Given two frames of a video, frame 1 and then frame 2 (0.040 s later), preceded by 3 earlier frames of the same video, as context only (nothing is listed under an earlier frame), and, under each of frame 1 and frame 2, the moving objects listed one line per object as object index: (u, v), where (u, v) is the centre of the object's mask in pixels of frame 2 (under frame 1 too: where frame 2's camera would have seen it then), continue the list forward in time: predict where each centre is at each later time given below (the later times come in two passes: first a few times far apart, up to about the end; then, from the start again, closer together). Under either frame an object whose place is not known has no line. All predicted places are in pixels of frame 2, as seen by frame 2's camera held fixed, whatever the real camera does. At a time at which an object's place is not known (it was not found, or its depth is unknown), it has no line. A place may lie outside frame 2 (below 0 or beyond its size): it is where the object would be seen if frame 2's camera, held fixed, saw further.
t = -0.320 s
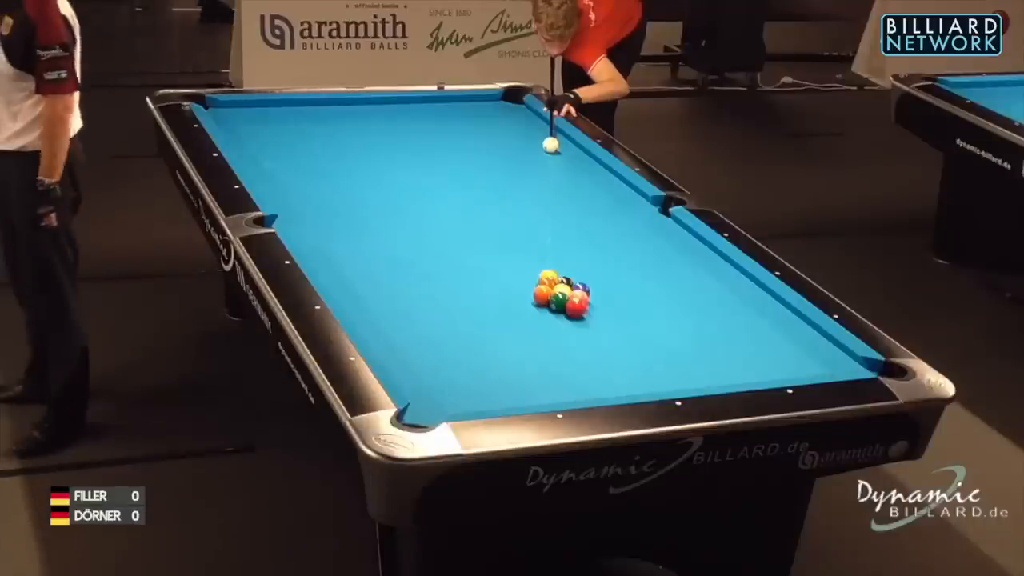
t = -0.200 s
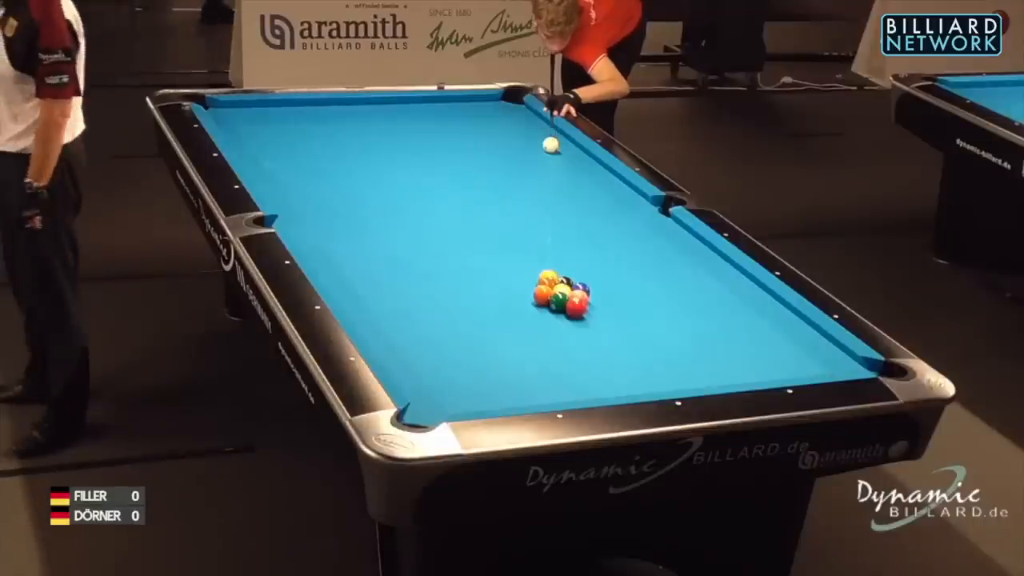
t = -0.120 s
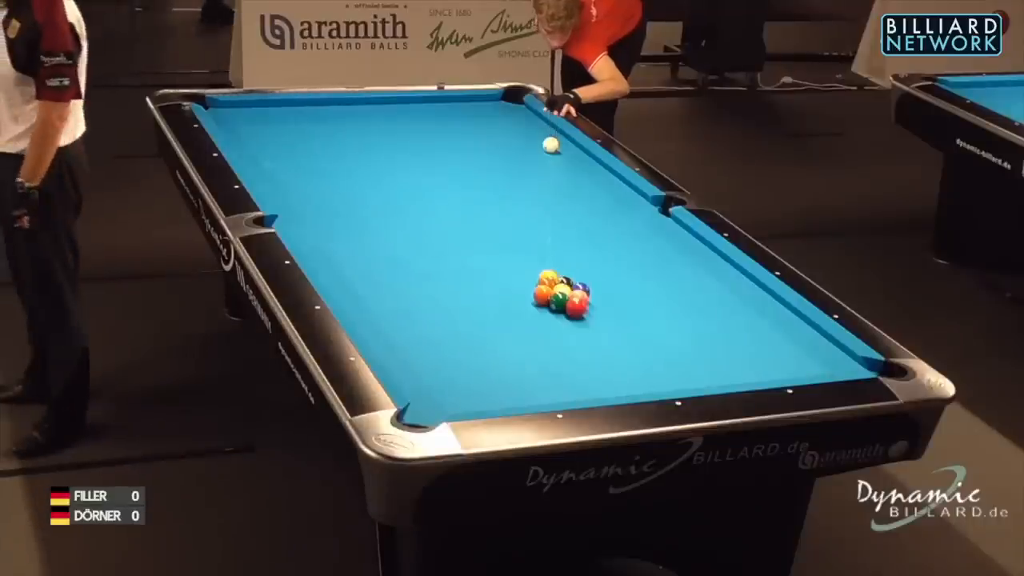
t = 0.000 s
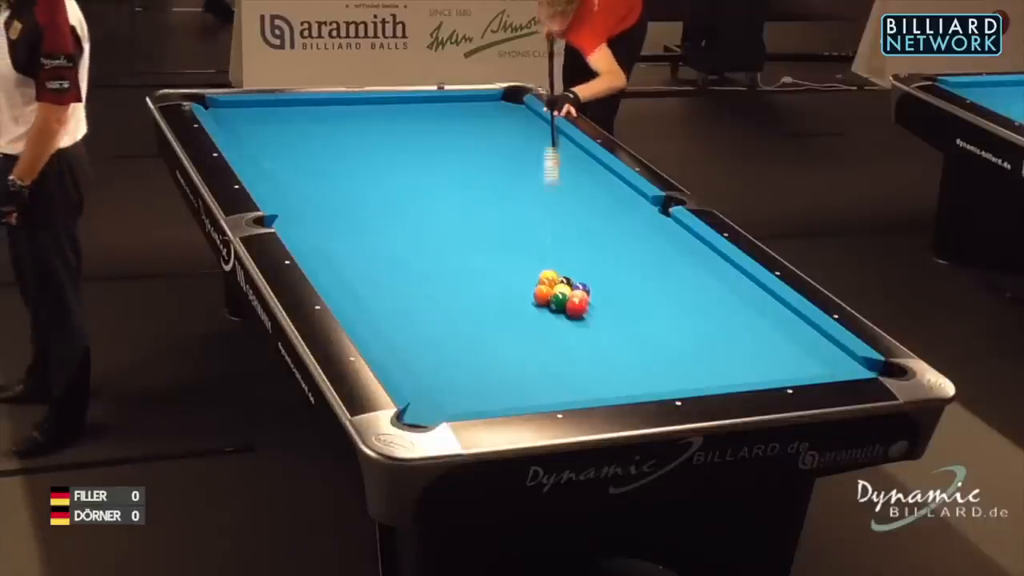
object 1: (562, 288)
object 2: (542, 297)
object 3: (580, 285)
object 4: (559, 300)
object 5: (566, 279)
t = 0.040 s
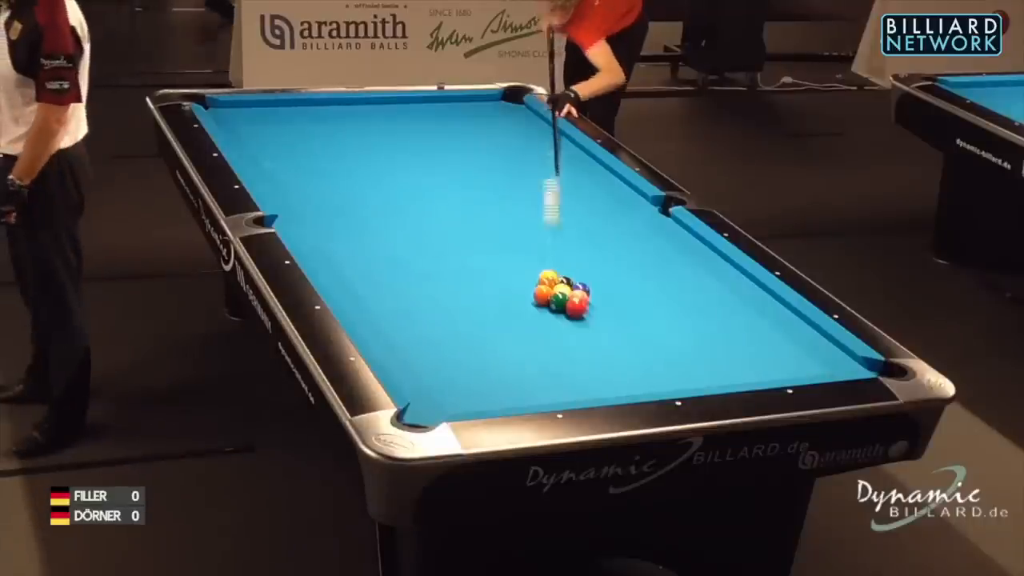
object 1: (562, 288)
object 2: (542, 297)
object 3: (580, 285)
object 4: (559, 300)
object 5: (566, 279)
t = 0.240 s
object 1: (566, 293)
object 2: (476, 285)
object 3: (649, 309)
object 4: (565, 311)
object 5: (570, 280)
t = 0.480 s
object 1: (570, 294)
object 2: (370, 281)
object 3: (751, 340)
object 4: (574, 330)
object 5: (577, 280)
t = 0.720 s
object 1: (574, 294)
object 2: (362, 269)
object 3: (851, 365)
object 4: (584, 349)
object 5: (582, 280)
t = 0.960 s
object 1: (575, 294)
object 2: (403, 253)
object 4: (594, 366)
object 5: (587, 279)
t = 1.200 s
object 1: (574, 295)
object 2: (440, 237)
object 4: (604, 385)
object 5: (580, 269)
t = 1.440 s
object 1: (559, 305)
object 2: (475, 224)
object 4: (603, 388)
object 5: (554, 246)
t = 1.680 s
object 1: (544, 317)
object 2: (506, 211)
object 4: (589, 380)
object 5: (530, 224)
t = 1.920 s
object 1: (529, 328)
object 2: (534, 200)
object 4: (577, 371)
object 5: (509, 204)
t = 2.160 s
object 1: (515, 339)
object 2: (561, 188)
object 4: (566, 362)
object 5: (489, 186)
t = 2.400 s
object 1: (501, 349)
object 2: (585, 178)
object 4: (556, 355)
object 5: (471, 170)
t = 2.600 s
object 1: (490, 358)
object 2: (604, 170)
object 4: (550, 349)
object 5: (457, 157)
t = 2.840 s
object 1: (476, 367)
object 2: (585, 167)
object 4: (542, 344)
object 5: (441, 142)
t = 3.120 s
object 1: (461, 378)
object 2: (560, 163)
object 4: (535, 337)
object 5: (425, 127)
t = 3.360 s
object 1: (449, 385)
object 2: (540, 162)
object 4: (530, 333)
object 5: (412, 116)
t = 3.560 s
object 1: (438, 393)
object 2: (525, 160)
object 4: (526, 330)
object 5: (402, 105)
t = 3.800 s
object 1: (427, 400)
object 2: (508, 157)
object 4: (522, 328)
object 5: (398, 105)
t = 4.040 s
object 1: (426, 405)
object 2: (492, 156)
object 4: (520, 326)
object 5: (406, 111)
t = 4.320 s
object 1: (434, 409)
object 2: (475, 154)
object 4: (518, 325)
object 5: (414, 118)
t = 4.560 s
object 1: (439, 410)
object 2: (463, 152)
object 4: (517, 324)
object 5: (421, 125)
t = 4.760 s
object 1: (442, 410)
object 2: (453, 151)
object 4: (517, 324)
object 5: (426, 130)
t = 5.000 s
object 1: (444, 410)
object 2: (442, 150)
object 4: (517, 324)
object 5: (432, 136)
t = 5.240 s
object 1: (443, 411)
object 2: (432, 149)
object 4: (517, 325)
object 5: (440, 140)
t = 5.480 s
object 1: (443, 411)
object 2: (424, 148)
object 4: (517, 325)
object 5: (444, 147)
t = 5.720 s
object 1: (443, 411)
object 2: (417, 147)
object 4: (517, 325)
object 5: (448, 152)
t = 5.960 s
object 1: (443, 411)
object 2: (411, 147)
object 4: (517, 324)
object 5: (453, 156)
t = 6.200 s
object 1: (443, 411)
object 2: (407, 146)
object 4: (517, 324)
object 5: (457, 160)
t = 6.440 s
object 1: (443, 411)
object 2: (403, 146)
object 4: (517, 324)
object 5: (460, 164)
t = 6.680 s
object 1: (443, 411)
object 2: (401, 146)
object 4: (517, 325)
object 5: (462, 167)
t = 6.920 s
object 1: (443, 411)
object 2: (400, 146)
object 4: (517, 325)
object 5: (464, 169)
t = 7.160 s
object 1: (443, 411)
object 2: (400, 146)
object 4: (517, 325)
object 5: (467, 171)
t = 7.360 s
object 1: (443, 411)
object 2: (400, 146)
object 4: (517, 325)
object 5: (468, 173)
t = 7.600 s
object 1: (443, 410)
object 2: (400, 146)
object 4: (517, 325)
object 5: (470, 174)
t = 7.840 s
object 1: (443, 411)
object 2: (400, 146)
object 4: (517, 325)
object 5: (471, 175)
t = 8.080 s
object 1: (443, 411)
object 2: (400, 146)
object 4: (517, 325)
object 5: (472, 175)
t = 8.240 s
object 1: (443, 410)
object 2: (400, 146)
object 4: (517, 325)
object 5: (472, 175)
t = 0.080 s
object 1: (562, 288)
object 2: (542, 297)
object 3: (580, 285)
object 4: (559, 300)
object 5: (566, 279)
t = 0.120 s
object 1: (562, 289)
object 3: (590, 289)
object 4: (559, 303)
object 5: (566, 281)
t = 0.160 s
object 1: (564, 291)
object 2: (517, 286)
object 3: (611, 295)
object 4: (562, 306)
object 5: (567, 281)
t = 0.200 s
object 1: (565, 292)
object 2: (496, 285)
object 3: (631, 302)
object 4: (563, 308)
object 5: (568, 280)
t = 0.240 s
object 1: (566, 293)
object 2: (476, 285)
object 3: (649, 309)
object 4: (565, 311)
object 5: (570, 280)
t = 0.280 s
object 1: (567, 293)
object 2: (456, 284)
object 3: (668, 314)
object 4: (567, 313)
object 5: (571, 280)
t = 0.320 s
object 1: (567, 294)
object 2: (437, 284)
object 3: (684, 319)
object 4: (568, 318)
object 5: (572, 280)
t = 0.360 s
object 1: (568, 294)
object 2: (421, 284)
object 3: (701, 324)
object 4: (570, 321)
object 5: (573, 280)
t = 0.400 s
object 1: (569, 294)
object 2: (403, 283)
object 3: (719, 330)
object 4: (571, 325)
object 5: (574, 280)
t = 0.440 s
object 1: (570, 294)
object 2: (386, 282)
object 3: (734, 334)
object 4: (573, 327)
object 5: (575, 280)
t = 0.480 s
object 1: (570, 294)
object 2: (370, 281)
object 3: (751, 340)
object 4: (574, 330)
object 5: (577, 280)
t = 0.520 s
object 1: (571, 294)
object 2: (353, 280)
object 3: (768, 345)
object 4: (576, 333)
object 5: (578, 280)
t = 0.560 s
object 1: (572, 294)
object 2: (338, 279)
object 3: (785, 350)
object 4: (578, 336)
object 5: (578, 280)
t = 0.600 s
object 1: (572, 294)
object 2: (340, 277)
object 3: (802, 355)
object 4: (579, 340)
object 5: (580, 280)
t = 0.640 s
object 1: (573, 294)
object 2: (349, 274)
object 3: (819, 360)
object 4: (581, 342)
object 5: (581, 280)
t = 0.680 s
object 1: (573, 294)
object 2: (356, 271)
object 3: (834, 361)
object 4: (582, 345)
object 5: (581, 280)
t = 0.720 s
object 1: (574, 294)
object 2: (362, 269)
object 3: (851, 365)
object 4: (584, 349)
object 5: (582, 280)
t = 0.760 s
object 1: (574, 294)
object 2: (369, 266)
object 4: (586, 352)
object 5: (583, 280)
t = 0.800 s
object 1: (574, 294)
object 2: (377, 263)
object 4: (587, 354)
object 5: (584, 280)
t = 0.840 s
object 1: (575, 294)
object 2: (384, 260)
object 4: (589, 357)
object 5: (585, 280)
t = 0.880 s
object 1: (575, 294)
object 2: (390, 258)
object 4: (590, 360)
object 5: (586, 279)
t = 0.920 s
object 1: (575, 294)
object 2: (397, 255)
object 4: (592, 363)
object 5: (586, 279)
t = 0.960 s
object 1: (575, 294)
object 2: (403, 253)
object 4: (594, 366)
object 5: (587, 279)
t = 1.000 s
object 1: (575, 294)
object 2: (409, 250)
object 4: (596, 369)
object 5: (588, 279)
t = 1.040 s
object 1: (575, 294)
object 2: (416, 248)
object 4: (597, 372)
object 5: (589, 279)
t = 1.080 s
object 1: (575, 294)
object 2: (422, 245)
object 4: (599, 375)
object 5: (589, 279)
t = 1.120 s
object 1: (575, 294)
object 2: (428, 243)
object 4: (601, 378)
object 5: (590, 279)
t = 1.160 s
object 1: (575, 294)
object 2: (434, 240)
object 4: (603, 381)
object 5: (584, 273)
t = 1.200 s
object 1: (574, 295)
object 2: (440, 237)
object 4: (604, 385)
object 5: (580, 269)
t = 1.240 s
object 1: (572, 297)
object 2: (446, 236)
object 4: (606, 387)
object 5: (575, 265)
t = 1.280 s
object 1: (569, 299)
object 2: (451, 233)
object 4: (607, 389)
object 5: (570, 261)
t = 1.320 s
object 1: (566, 300)
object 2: (457, 231)
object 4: (609, 390)
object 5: (566, 257)
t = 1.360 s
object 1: (564, 302)
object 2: (463, 228)
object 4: (608, 390)
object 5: (562, 253)
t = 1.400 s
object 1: (561, 304)
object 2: (468, 227)
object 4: (605, 389)
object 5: (557, 249)
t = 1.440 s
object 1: (559, 305)
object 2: (475, 224)
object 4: (603, 388)
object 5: (554, 246)
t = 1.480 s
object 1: (556, 308)
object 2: (479, 222)
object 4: (601, 388)
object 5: (550, 242)
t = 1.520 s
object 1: (554, 310)
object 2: (485, 219)
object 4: (598, 387)
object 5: (545, 238)
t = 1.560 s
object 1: (551, 312)
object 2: (490, 217)
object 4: (596, 386)
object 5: (542, 234)
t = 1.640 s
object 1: (546, 315)
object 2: (501, 213)
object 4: (592, 382)
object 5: (534, 228)
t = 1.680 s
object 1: (544, 317)
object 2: (506, 211)
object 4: (589, 380)
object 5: (530, 224)
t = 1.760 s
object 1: (539, 321)
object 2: (515, 206)
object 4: (585, 377)
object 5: (524, 218)
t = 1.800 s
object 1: (536, 323)
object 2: (522, 201)
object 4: (583, 375)
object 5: (520, 213)
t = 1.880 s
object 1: (532, 326)
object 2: (530, 201)
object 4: (579, 372)
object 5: (512, 207)
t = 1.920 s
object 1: (529, 328)
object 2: (534, 200)
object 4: (577, 371)
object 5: (509, 204)
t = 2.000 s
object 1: (524, 332)
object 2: (543, 196)
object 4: (573, 368)
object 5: (502, 198)
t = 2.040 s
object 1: (522, 334)
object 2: (548, 194)
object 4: (571, 367)
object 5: (499, 195)
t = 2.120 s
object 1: (517, 337)
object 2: (556, 190)
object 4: (568, 364)
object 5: (492, 189)
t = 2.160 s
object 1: (515, 339)
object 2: (561, 188)
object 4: (566, 362)
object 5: (489, 186)
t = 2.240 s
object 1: (510, 343)
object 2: (569, 185)
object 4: (563, 360)
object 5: (483, 180)
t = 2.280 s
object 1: (508, 345)
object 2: (573, 183)
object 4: (561, 358)
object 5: (480, 178)
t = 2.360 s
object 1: (503, 348)
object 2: (581, 180)
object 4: (558, 356)
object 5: (474, 172)
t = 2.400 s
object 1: (501, 349)
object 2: (585, 178)
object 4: (556, 355)
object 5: (471, 170)
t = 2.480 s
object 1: (497, 352)
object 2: (593, 175)
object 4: (553, 352)
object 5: (465, 164)
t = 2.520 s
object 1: (495, 354)
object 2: (597, 174)
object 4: (552, 352)
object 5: (462, 162)
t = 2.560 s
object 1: (492, 356)
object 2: (600, 172)
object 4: (551, 351)
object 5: (459, 159)
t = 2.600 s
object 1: (490, 358)
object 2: (604, 170)
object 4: (550, 349)
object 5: (457, 157)
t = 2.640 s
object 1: (487, 359)
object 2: (604, 169)
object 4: (548, 348)
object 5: (454, 154)
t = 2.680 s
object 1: (485, 361)
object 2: (600, 169)
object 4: (547, 347)
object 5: (452, 152)
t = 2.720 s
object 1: (483, 362)
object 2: (596, 168)
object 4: (546, 346)
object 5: (449, 150)
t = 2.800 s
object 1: (478, 365)
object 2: (588, 168)
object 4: (543, 345)
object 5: (444, 145)
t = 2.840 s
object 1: (476, 367)
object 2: (585, 167)
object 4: (542, 344)
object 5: (441, 142)
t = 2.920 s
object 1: (472, 370)
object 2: (578, 166)
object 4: (540, 342)
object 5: (436, 138)
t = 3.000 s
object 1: (468, 373)
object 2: (571, 165)
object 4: (538, 340)
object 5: (431, 134)
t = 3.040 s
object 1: (466, 375)
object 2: (567, 165)
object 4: (537, 339)
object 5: (429, 132)
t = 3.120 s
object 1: (461, 378)
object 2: (560, 163)
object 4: (535, 337)
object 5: (425, 127)
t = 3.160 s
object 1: (459, 380)
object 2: (556, 163)
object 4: (534, 337)
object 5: (422, 125)
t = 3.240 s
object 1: (455, 382)
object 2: (550, 162)
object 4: (532, 335)
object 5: (418, 121)
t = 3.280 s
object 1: (453, 383)
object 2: (546, 162)
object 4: (532, 335)
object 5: (416, 119)
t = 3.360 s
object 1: (449, 385)
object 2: (540, 162)
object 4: (530, 333)
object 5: (412, 116)
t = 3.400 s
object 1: (446, 388)
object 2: (537, 161)
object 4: (529, 332)
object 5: (410, 113)
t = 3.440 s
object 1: (444, 389)
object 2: (534, 161)
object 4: (528, 332)
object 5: (407, 111)
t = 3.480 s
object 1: (442, 391)
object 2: (531, 160)
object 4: (528, 332)
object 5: (406, 110)
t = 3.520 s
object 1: (440, 392)
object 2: (528, 160)
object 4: (527, 331)
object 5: (403, 107)
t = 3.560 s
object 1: (438, 393)
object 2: (525, 160)
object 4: (526, 330)
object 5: (402, 105)
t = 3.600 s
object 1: (436, 394)
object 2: (522, 159)
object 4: (525, 330)
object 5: (399, 104)
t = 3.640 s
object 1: (434, 396)
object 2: (519, 159)
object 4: (525, 330)
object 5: (397, 103)
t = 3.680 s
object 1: (433, 396)
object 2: (516, 158)
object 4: (524, 329)
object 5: (396, 101)
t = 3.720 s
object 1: (431, 397)
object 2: (514, 158)
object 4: (524, 329)
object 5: (396, 102)
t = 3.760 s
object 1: (429, 398)
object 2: (511, 158)
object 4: (523, 328)
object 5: (397, 103)
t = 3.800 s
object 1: (427, 400)
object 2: (508, 157)
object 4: (522, 328)
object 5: (398, 105)
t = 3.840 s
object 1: (425, 402)
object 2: (506, 157)
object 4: (522, 327)
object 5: (400, 105)
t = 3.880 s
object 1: (423, 403)
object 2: (503, 157)
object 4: (522, 327)
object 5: (401, 105)
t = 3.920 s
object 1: (422, 403)
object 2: (500, 156)
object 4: (521, 327)
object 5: (402, 107)
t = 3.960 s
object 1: (423, 404)
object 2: (498, 156)
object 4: (521, 327)
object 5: (403, 108)
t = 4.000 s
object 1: (425, 404)
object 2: (495, 156)
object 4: (520, 326)
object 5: (404, 110)
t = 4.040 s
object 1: (426, 405)
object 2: (492, 156)
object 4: (520, 326)
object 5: (406, 111)
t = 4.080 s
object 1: (427, 406)
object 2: (490, 155)
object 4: (520, 326)
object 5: (407, 111)
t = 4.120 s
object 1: (429, 407)
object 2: (487, 155)
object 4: (520, 325)
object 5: (408, 113)
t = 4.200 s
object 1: (431, 407)
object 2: (483, 155)
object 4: (519, 325)
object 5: (410, 115)
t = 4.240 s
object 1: (432, 408)
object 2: (480, 154)
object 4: (519, 325)
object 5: (411, 116)
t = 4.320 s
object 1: (434, 409)
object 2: (475, 154)
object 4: (518, 325)
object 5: (414, 118)
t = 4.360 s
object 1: (435, 409)
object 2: (473, 154)
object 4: (518, 324)
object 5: (415, 119)
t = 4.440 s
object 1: (437, 410)
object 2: (469, 153)
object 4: (517, 324)
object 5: (417, 122)
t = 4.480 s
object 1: (438, 410)
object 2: (467, 153)
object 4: (517, 324)
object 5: (418, 123)
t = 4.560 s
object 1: (439, 410)
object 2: (463, 152)
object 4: (517, 324)
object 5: (421, 125)
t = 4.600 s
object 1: (440, 410)
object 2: (460, 152)
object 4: (517, 324)
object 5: (422, 126)
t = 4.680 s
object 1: (441, 410)
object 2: (457, 152)
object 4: (517, 324)
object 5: (424, 128)
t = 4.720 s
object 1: (441, 410)
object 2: (455, 151)
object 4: (517, 324)
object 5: (425, 129)
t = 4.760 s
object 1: (442, 410)
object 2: (453, 151)
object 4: (517, 324)
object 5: (426, 130)
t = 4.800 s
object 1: (442, 410)
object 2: (451, 151)
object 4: (517, 324)
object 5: (427, 131)
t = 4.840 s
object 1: (443, 410)
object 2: (449, 151)
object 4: (517, 324)
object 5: (429, 132)
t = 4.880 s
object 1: (443, 410)
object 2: (447, 151)
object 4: (517, 324)
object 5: (430, 133)
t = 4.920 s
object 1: (443, 411)
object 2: (446, 150)
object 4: (517, 324)
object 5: (431, 134)
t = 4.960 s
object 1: (443, 411)
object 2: (444, 150)
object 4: (517, 324)
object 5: (431, 135)
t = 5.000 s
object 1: (444, 410)
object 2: (442, 150)
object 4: (517, 324)
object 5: (432, 136)
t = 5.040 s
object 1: (444, 410)
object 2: (440, 150)
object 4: (517, 324)
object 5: (433, 136)
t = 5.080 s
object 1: (443, 410)
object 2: (438, 150)
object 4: (517, 324)
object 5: (434, 136)
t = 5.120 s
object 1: (443, 411)
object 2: (437, 149)
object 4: (517, 325)
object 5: (436, 136)
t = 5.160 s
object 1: (443, 411)
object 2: (435, 149)
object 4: (517, 324)
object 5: (437, 137)
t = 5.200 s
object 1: (443, 411)
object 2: (433, 149)
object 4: (517, 325)
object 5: (439, 138)
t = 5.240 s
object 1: (443, 411)
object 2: (432, 149)
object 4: (517, 325)
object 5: (440, 140)
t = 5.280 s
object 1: (443, 411)
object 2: (431, 149)
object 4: (517, 325)
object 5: (441, 141)
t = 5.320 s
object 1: (443, 411)
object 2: (429, 149)
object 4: (517, 325)
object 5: (441, 142)
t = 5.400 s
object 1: (443, 411)
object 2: (427, 148)
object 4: (517, 324)
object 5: (443, 145)
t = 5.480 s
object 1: (443, 411)
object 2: (424, 148)
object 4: (517, 325)
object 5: (444, 147)
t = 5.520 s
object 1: (443, 411)
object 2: (423, 148)
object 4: (517, 325)
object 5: (445, 148)
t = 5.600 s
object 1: (443, 411)
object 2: (420, 148)
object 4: (517, 325)
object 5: (446, 149)
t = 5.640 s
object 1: (443, 411)
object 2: (419, 147)
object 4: (517, 325)
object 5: (447, 150)
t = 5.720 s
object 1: (443, 411)
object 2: (417, 147)
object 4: (517, 325)
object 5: (448, 152)
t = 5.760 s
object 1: (443, 411)
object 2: (416, 147)
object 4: (517, 325)
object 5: (449, 152)
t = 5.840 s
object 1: (443, 411)
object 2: (414, 147)
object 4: (517, 325)
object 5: (451, 154)
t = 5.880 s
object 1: (443, 411)
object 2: (413, 147)
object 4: (517, 325)
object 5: (451, 155)
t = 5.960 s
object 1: (443, 411)
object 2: (411, 147)
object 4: (517, 324)
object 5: (453, 156)
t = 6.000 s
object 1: (443, 411)
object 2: (410, 147)
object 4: (517, 325)
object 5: (453, 157)
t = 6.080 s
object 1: (443, 411)
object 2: (409, 146)
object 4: (517, 325)
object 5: (455, 158)
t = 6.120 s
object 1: (443, 411)
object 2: (408, 146)
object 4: (517, 324)
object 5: (455, 159)
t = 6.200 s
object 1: (443, 411)
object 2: (407, 146)
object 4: (517, 324)
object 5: (457, 160)
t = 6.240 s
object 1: (443, 411)
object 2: (406, 146)
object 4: (517, 325)
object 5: (457, 161)
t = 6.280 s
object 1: (443, 411)
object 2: (406, 146)
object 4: (517, 324)
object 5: (458, 161)
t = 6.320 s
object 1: (443, 411)
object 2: (405, 146)
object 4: (517, 324)
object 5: (458, 162)
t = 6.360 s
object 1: (443, 411)
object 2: (404, 146)
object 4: (517, 325)
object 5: (459, 163)
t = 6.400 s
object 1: (443, 411)
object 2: (404, 146)
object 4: (517, 325)
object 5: (459, 163)
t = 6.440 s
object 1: (443, 411)
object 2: (403, 146)
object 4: (517, 324)
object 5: (460, 164)
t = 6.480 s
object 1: (443, 411)
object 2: (403, 146)
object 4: (517, 325)
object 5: (460, 164)
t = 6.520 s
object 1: (443, 411)
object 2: (402, 146)
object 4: (517, 325)
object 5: (461, 165)
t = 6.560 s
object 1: (443, 411)
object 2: (402, 146)
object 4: (517, 324)
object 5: (461, 165)
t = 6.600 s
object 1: (443, 411)
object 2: (401, 146)
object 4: (517, 325)
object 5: (462, 166)
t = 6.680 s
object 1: (443, 411)
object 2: (401, 146)
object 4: (517, 325)
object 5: (462, 167)
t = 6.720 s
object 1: (443, 411)
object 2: (401, 146)
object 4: (517, 325)
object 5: (463, 167)
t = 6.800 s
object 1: (443, 411)
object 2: (401, 146)
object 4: (517, 325)
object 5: (463, 168)
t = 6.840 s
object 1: (443, 411)
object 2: (401, 146)
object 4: (517, 325)
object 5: (464, 169)
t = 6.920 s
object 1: (443, 411)
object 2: (400, 146)
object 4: (517, 325)
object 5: (464, 169)
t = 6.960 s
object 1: (443, 411)
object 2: (400, 146)
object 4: (517, 325)
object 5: (465, 170)
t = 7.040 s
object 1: (443, 411)
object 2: (400, 146)
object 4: (517, 325)
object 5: (466, 170)
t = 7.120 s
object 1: (443, 411)
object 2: (400, 146)
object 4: (517, 325)
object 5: (466, 171)
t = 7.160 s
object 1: (443, 411)
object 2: (400, 146)
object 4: (517, 325)
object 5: (467, 171)
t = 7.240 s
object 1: (443, 411)
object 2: (400, 146)
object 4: (517, 325)
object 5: (467, 172)
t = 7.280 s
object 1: (443, 411)
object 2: (400, 146)
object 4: (517, 325)
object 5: (468, 172)
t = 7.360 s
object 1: (443, 411)
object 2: (400, 146)
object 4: (517, 325)
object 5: (468, 173)
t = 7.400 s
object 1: (443, 411)
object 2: (400, 146)
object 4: (517, 325)
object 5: (469, 173)
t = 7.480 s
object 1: (443, 410)
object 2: (400, 146)
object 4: (517, 325)
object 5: (469, 173)
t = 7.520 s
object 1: (443, 410)
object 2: (400, 146)
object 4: (517, 325)
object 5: (470, 174)
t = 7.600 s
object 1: (443, 410)
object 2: (400, 146)
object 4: (517, 325)
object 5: (470, 174)
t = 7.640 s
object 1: (443, 410)
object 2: (400, 146)
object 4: (517, 325)
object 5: (470, 174)
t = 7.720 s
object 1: (443, 410)
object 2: (400, 146)
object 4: (517, 325)
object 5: (471, 175)
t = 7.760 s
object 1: (443, 410)
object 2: (400, 146)
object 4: (517, 325)
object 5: (471, 175)
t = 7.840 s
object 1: (443, 411)
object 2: (400, 146)
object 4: (517, 325)
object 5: (471, 175)
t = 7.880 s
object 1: (443, 410)
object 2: (400, 146)
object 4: (517, 325)
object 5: (472, 175)
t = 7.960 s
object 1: (443, 411)
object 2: (400, 146)
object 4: (517, 325)
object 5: (472, 175)
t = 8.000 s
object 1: (443, 410)
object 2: (400, 146)
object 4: (517, 325)
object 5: (472, 175)
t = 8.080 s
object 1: (443, 411)
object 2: (400, 146)
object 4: (517, 325)
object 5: (472, 175)
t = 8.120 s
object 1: (443, 410)
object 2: (400, 146)
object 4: (517, 325)
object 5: (472, 175)
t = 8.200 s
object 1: (443, 411)
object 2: (400, 146)
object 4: (517, 325)
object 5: (472, 175)
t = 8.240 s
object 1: (443, 410)
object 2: (400, 146)
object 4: (517, 325)
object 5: (472, 175)
